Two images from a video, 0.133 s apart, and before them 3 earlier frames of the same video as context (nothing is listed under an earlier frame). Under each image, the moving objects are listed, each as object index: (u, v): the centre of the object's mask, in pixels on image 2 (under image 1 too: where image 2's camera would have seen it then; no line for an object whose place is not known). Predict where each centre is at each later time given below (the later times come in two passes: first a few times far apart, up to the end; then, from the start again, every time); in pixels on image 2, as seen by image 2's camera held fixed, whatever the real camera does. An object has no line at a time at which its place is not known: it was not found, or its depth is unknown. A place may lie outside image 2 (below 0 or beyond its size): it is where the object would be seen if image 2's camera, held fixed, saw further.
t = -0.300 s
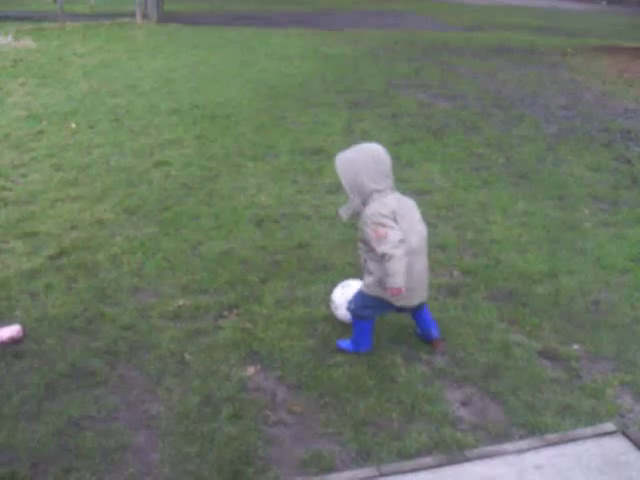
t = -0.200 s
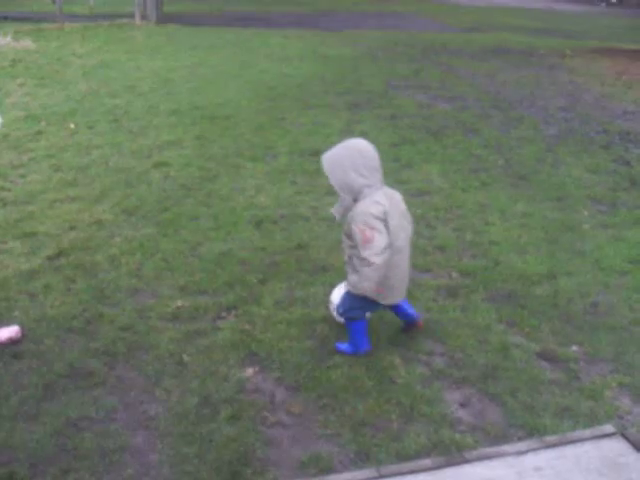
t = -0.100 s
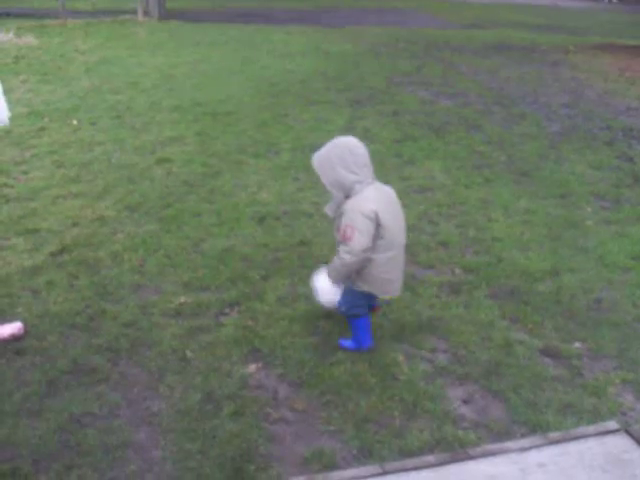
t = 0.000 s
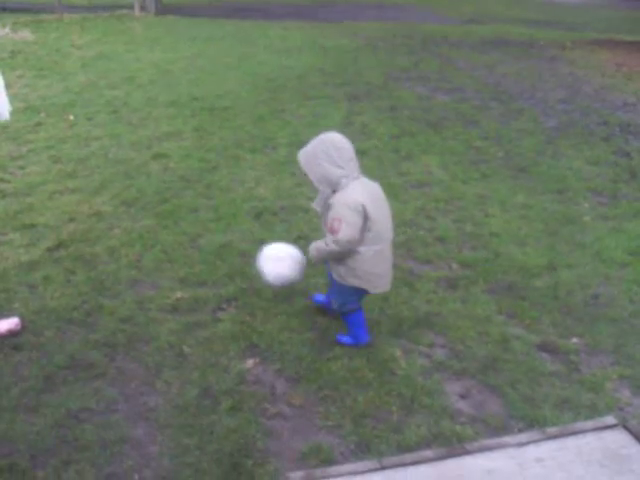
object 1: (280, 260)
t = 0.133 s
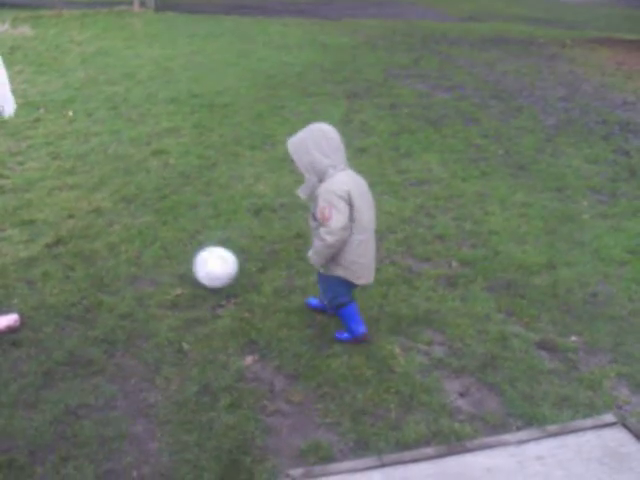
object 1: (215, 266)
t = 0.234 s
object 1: (188, 255)
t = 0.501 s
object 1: (115, 248)
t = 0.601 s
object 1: (89, 245)
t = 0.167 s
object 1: (206, 261)
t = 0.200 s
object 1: (197, 257)
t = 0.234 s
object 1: (188, 255)
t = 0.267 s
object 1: (179, 255)
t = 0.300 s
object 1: (171, 257)
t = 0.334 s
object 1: (161, 256)
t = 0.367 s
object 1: (151, 254)
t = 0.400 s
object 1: (142, 253)
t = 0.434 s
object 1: (132, 251)
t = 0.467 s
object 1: (123, 249)
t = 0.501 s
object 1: (115, 248)
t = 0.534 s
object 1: (105, 248)
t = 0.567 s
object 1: (98, 246)
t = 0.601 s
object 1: (89, 245)
